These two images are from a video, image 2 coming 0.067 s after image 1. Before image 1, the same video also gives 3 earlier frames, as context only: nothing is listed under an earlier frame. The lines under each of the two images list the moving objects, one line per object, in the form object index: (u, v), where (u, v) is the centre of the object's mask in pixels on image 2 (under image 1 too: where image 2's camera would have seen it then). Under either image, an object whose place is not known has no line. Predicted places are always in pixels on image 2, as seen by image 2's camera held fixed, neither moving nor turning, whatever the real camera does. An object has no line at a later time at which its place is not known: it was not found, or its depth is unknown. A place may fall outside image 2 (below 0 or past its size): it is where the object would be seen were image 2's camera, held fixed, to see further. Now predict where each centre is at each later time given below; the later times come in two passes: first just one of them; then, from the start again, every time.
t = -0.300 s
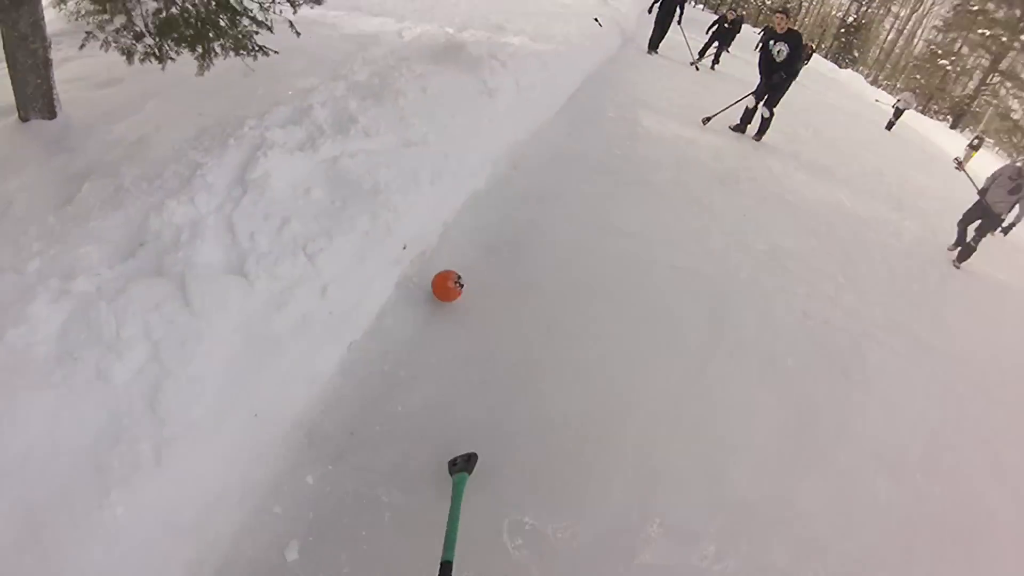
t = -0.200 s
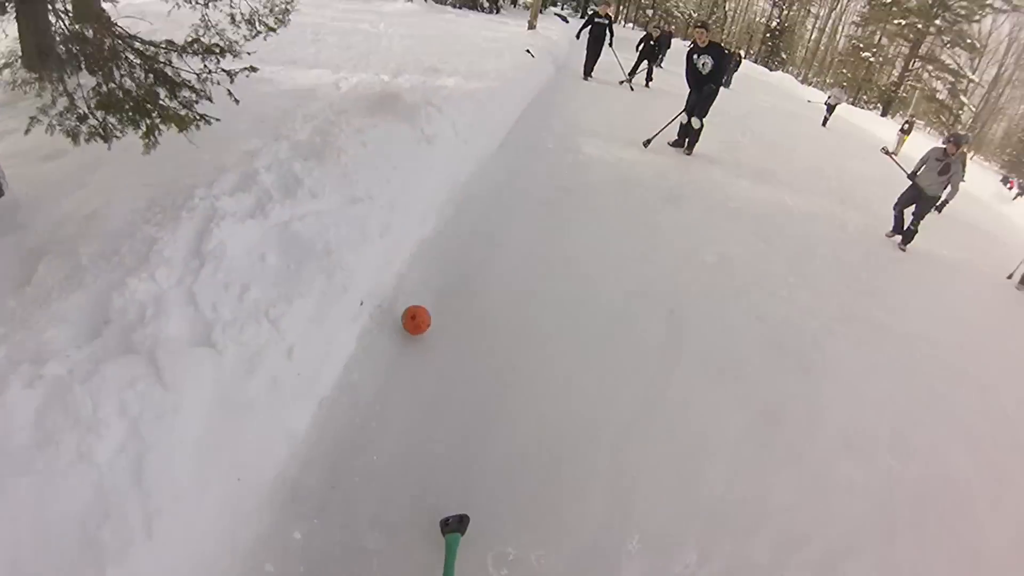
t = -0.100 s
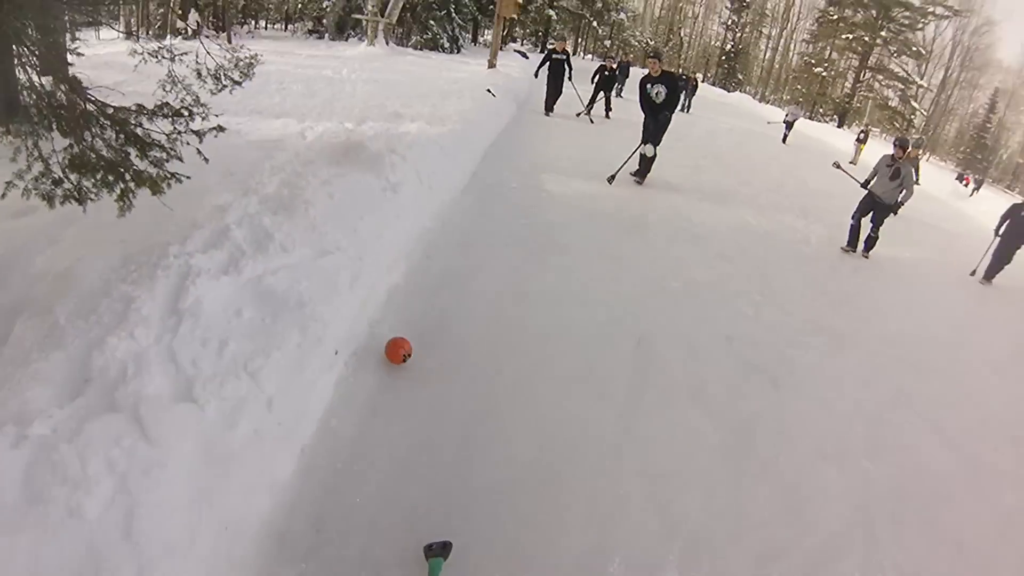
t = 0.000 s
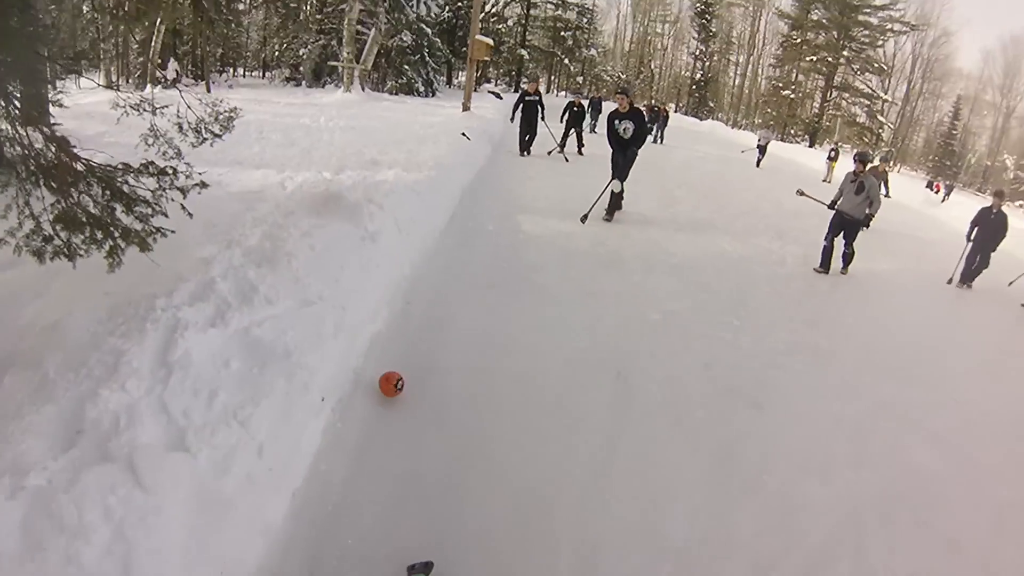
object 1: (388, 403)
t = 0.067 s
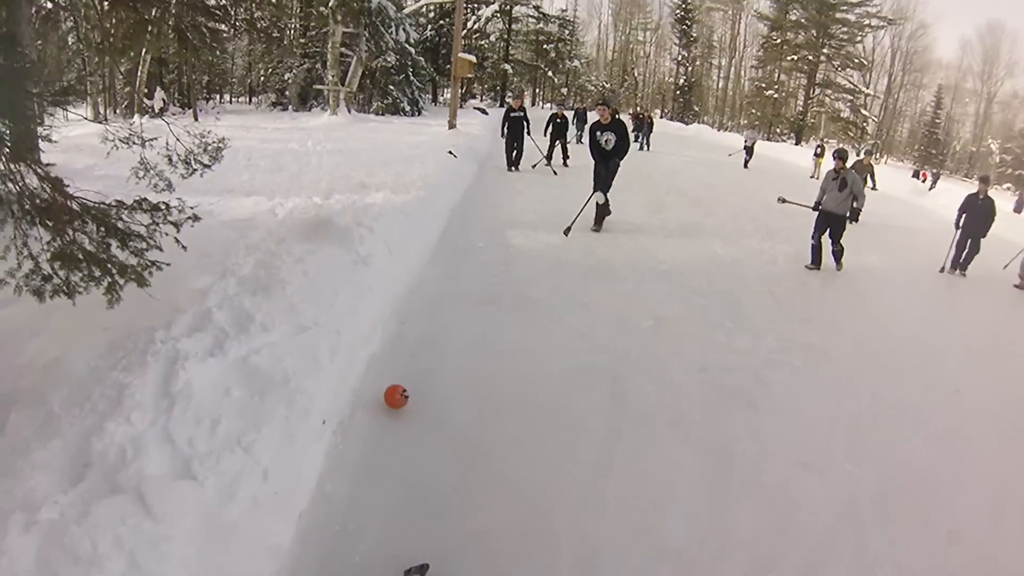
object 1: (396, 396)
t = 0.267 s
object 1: (413, 377)
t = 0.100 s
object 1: (399, 393)
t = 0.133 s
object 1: (403, 389)
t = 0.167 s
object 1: (406, 386)
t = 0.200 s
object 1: (408, 380)
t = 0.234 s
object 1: (409, 377)
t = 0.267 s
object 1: (413, 377)
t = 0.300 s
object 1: (417, 374)
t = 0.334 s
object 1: (420, 370)
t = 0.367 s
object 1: (422, 369)
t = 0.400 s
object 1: (424, 365)
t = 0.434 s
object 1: (427, 364)
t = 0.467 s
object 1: (429, 362)
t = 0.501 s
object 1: (432, 360)
